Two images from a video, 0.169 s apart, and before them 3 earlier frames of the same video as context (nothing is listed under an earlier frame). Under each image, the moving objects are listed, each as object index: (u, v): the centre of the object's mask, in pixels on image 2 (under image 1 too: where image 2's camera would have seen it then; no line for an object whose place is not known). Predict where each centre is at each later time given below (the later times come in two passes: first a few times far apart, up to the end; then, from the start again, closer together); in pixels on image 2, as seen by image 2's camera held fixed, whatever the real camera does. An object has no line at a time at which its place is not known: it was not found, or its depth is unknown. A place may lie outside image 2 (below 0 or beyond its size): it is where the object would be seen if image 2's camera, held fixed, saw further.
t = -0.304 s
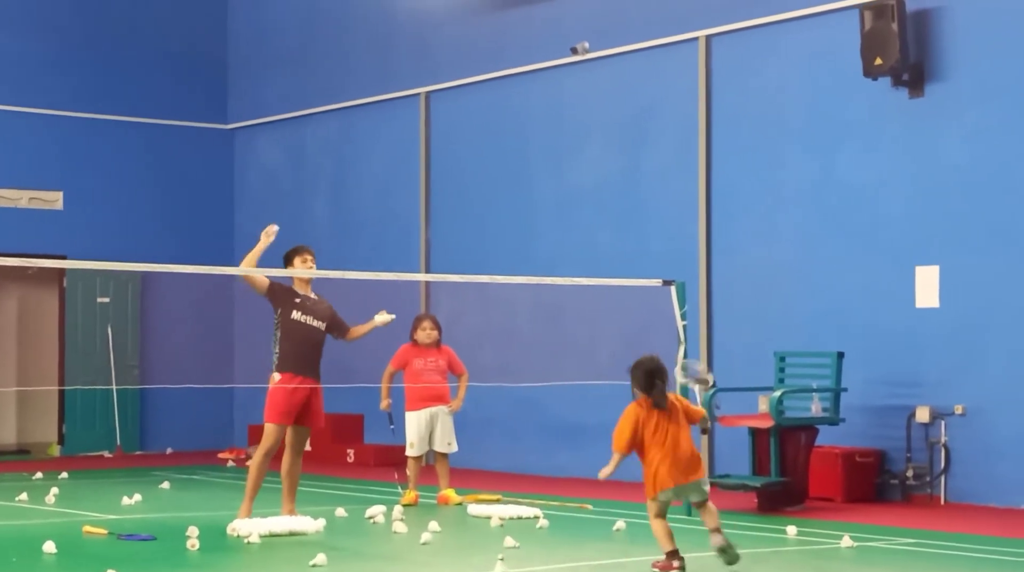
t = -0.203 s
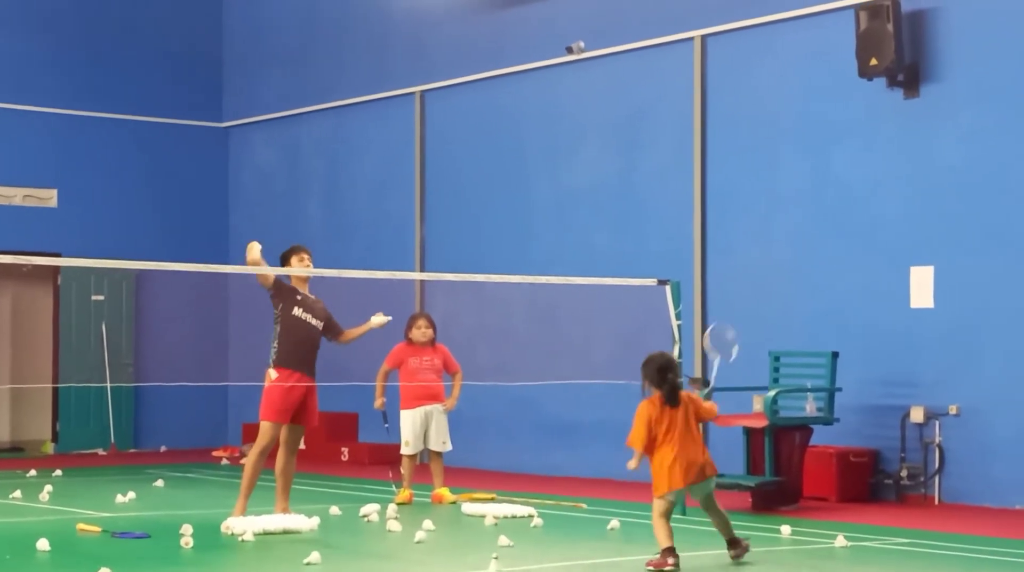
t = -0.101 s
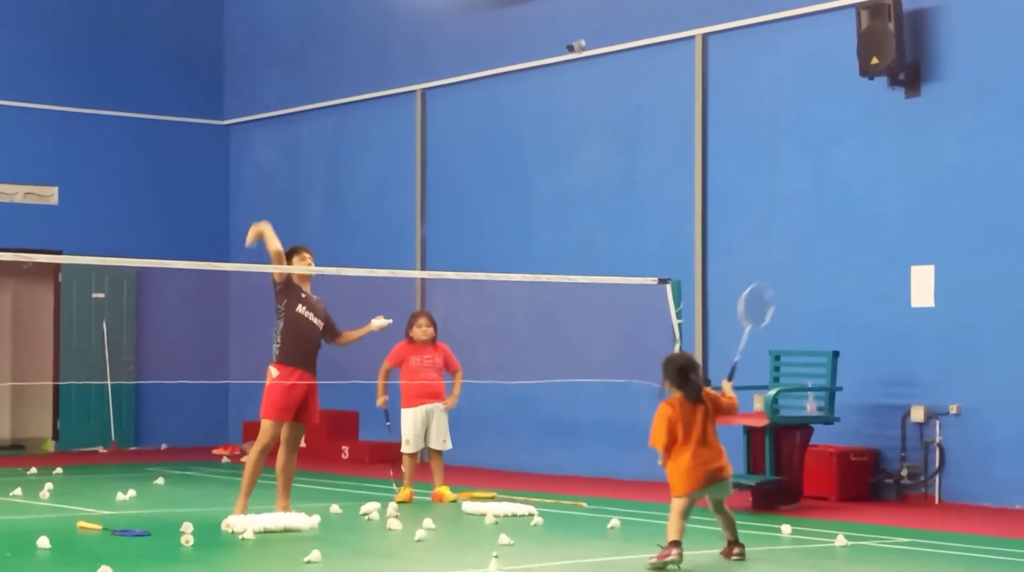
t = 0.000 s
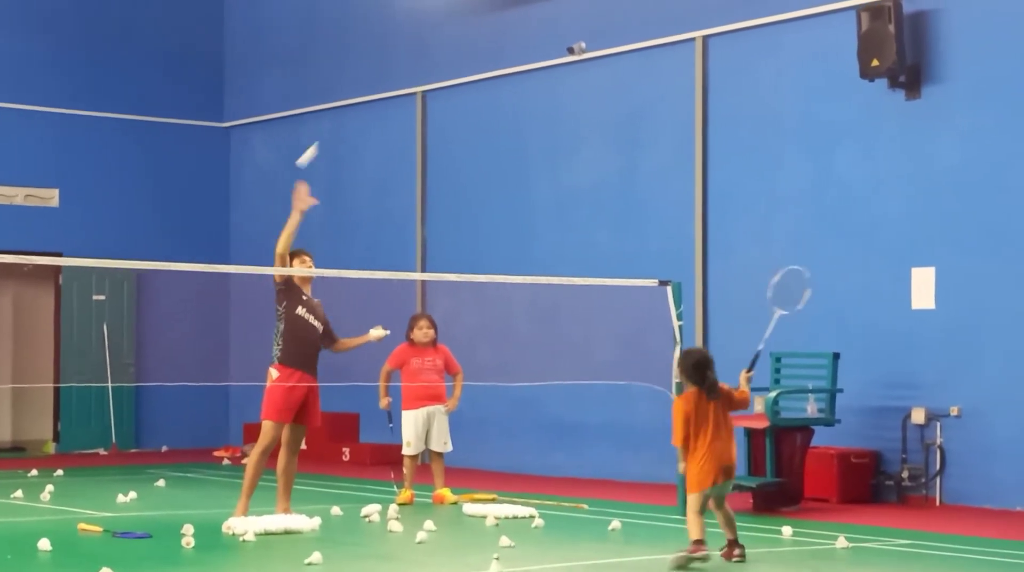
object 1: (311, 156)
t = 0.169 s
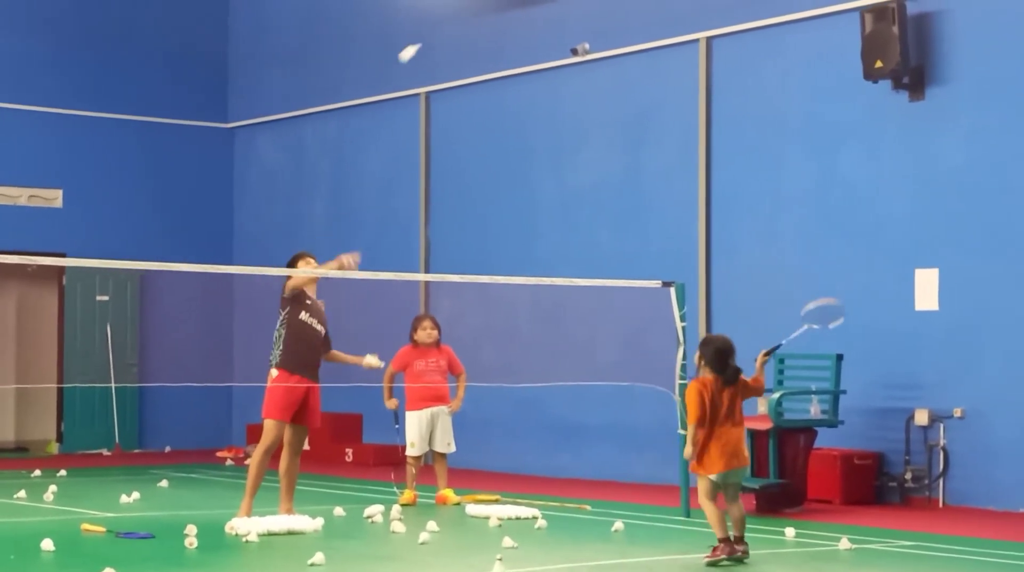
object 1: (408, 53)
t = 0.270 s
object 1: (463, 18)
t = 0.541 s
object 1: (595, 10)
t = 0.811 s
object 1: (713, 123)
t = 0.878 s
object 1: (738, 170)
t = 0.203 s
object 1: (427, 39)
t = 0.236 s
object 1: (445, 27)
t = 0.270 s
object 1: (463, 18)
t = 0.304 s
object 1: (480, 10)
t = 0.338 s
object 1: (496, 6)
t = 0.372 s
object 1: (512, 5)
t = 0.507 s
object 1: (580, 7)
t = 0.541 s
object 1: (595, 10)
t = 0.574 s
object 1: (610, 17)
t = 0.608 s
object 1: (626, 27)
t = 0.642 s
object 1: (640, 37)
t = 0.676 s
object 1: (656, 52)
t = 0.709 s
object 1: (671, 66)
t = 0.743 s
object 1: (686, 84)
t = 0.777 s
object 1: (700, 103)
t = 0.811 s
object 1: (713, 123)
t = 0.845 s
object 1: (726, 146)
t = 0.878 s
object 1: (738, 170)
